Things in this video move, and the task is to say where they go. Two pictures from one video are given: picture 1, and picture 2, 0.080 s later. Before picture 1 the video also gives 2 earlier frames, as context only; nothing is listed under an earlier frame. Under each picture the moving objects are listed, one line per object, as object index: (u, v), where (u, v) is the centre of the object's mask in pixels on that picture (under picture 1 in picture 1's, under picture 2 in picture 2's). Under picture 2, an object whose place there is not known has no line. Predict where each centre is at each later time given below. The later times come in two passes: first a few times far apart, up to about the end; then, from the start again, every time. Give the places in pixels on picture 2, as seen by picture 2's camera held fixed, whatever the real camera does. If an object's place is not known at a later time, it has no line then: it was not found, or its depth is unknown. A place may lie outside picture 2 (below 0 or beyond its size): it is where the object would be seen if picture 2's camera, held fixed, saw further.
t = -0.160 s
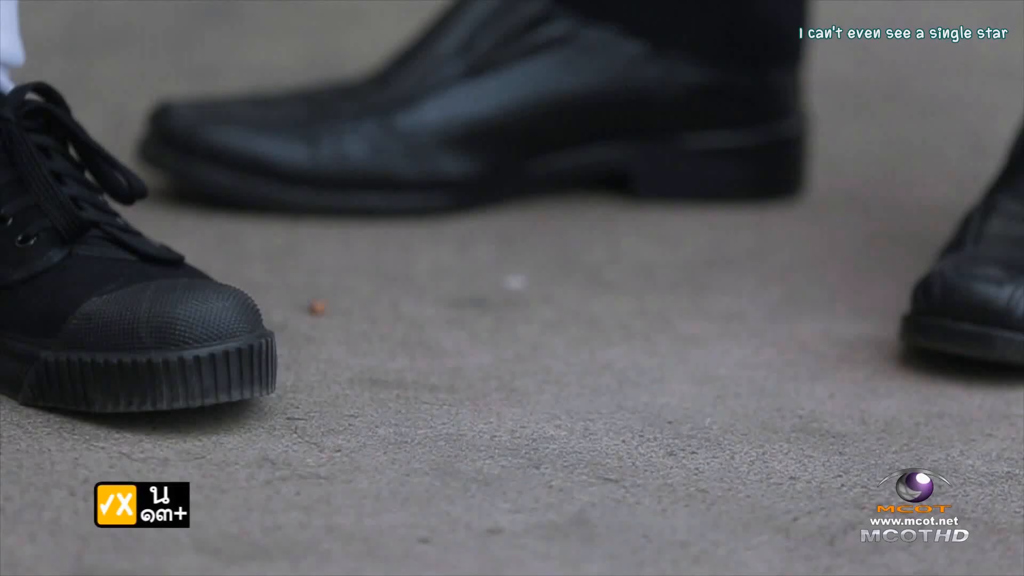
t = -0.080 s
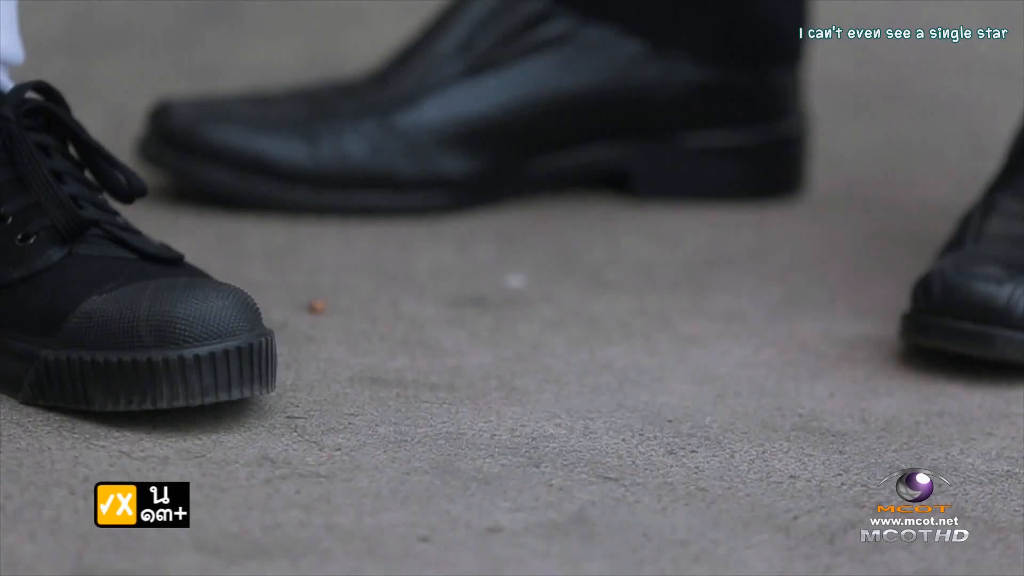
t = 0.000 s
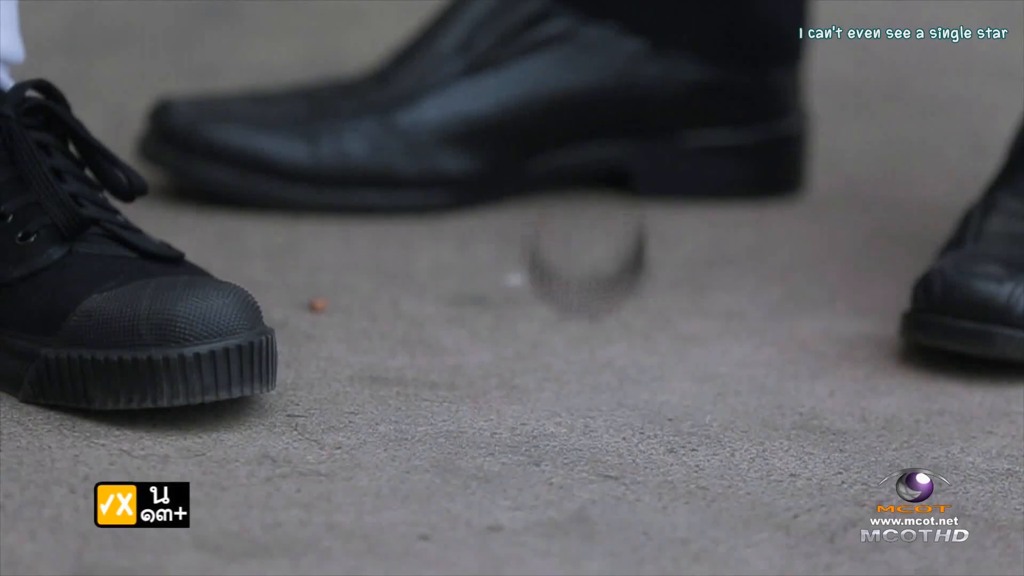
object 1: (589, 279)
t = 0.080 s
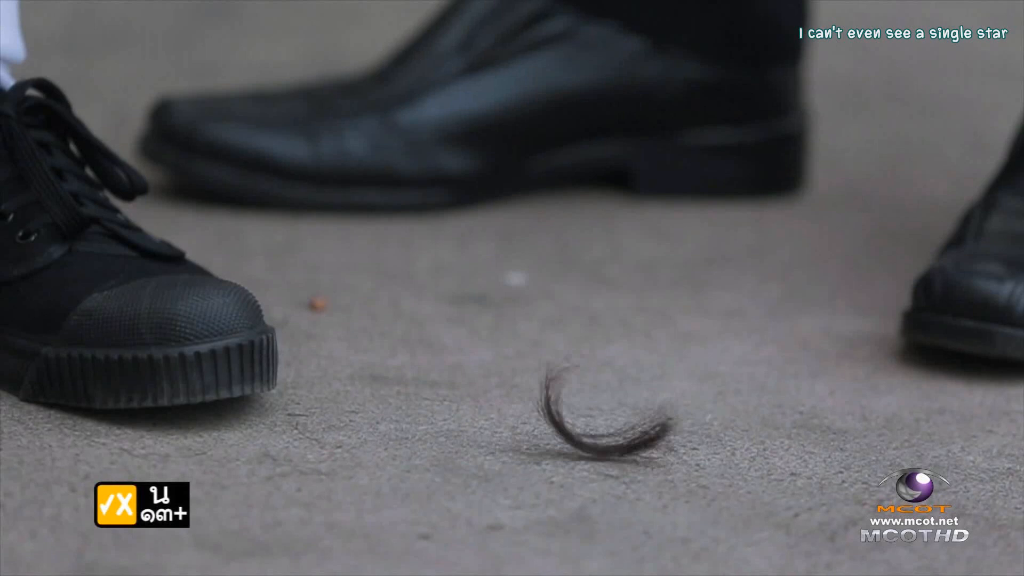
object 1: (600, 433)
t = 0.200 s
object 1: (597, 433)
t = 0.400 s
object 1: (596, 435)
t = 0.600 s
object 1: (596, 435)
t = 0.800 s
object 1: (596, 435)
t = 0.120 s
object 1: (602, 436)
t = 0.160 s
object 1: (596, 434)
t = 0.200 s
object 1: (597, 433)
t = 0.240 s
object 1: (597, 434)
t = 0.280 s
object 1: (597, 434)
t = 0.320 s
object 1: (597, 434)
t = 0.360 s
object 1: (598, 434)
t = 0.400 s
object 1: (596, 435)
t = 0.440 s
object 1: (599, 434)
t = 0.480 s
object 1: (597, 435)
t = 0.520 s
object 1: (596, 434)
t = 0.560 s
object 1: (596, 434)
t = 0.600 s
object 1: (596, 435)
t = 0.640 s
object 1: (596, 435)
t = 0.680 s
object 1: (598, 435)
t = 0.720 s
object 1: (597, 435)
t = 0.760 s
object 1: (596, 435)
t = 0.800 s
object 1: (596, 435)
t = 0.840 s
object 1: (597, 435)
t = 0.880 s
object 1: (596, 435)
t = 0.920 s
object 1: (598, 434)
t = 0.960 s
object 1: (598, 434)
